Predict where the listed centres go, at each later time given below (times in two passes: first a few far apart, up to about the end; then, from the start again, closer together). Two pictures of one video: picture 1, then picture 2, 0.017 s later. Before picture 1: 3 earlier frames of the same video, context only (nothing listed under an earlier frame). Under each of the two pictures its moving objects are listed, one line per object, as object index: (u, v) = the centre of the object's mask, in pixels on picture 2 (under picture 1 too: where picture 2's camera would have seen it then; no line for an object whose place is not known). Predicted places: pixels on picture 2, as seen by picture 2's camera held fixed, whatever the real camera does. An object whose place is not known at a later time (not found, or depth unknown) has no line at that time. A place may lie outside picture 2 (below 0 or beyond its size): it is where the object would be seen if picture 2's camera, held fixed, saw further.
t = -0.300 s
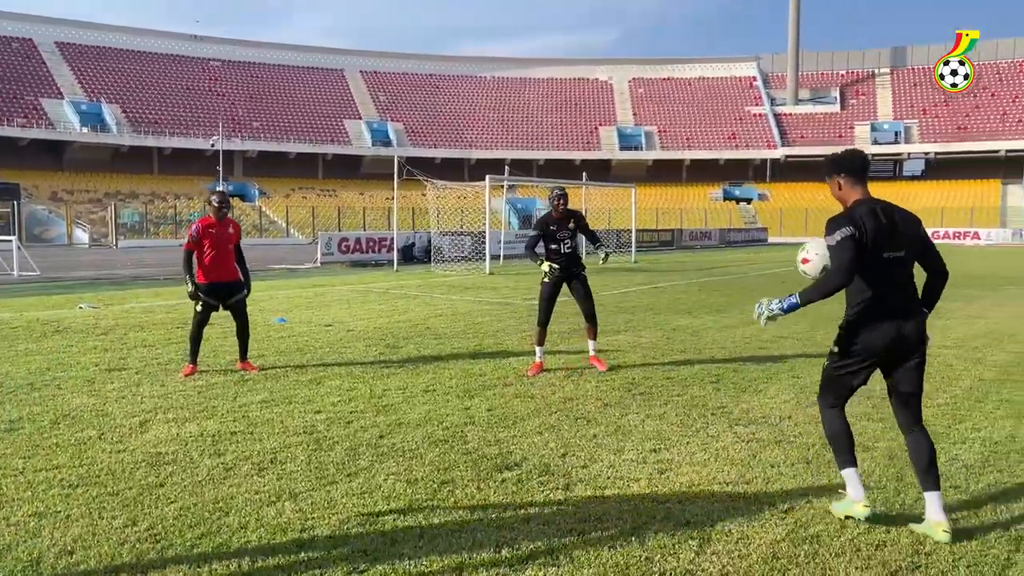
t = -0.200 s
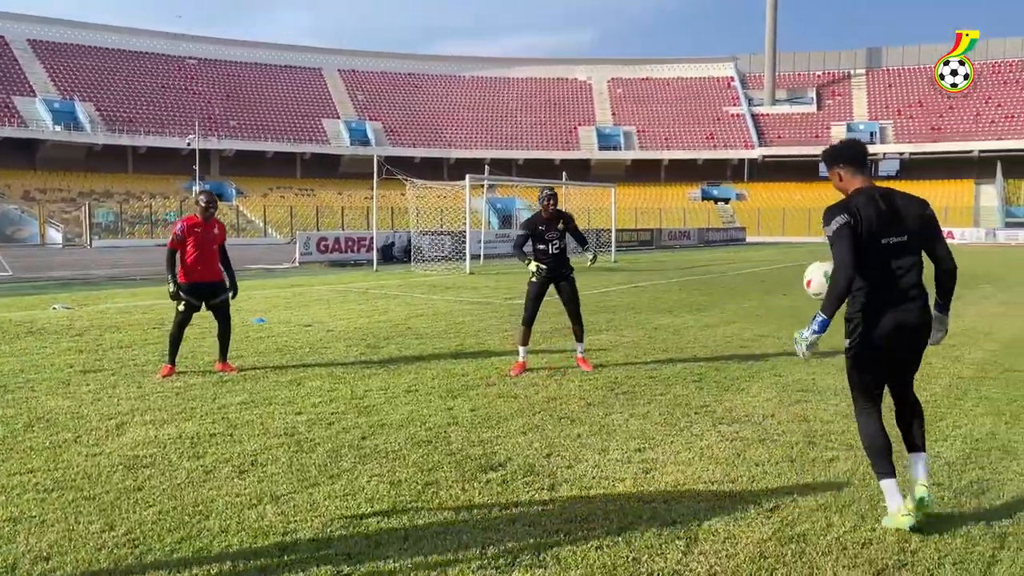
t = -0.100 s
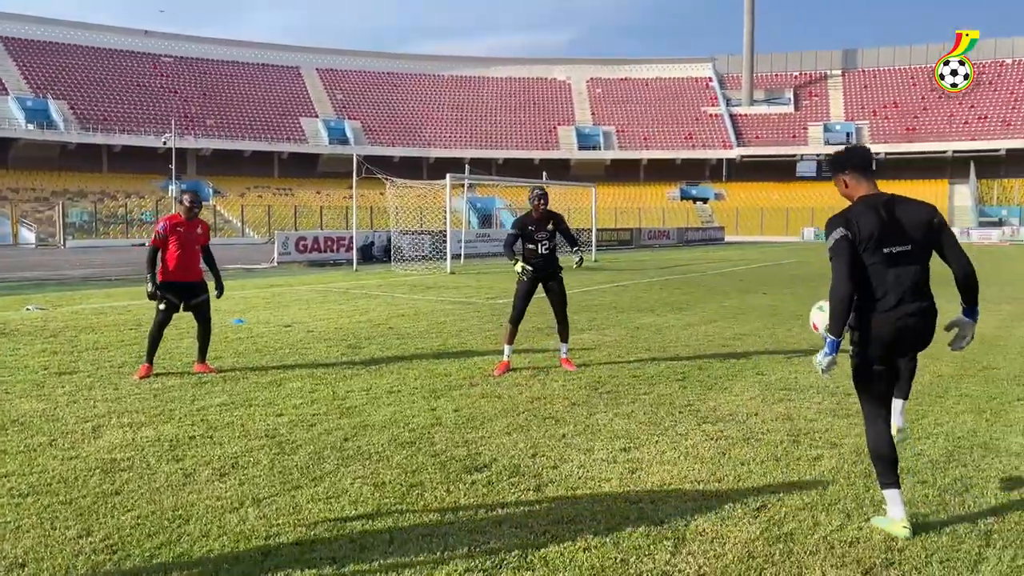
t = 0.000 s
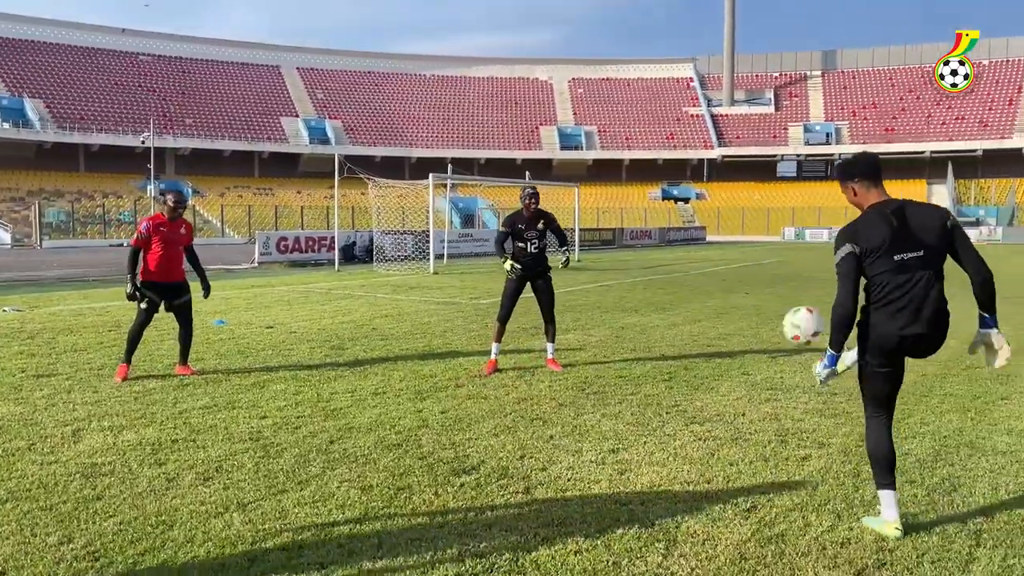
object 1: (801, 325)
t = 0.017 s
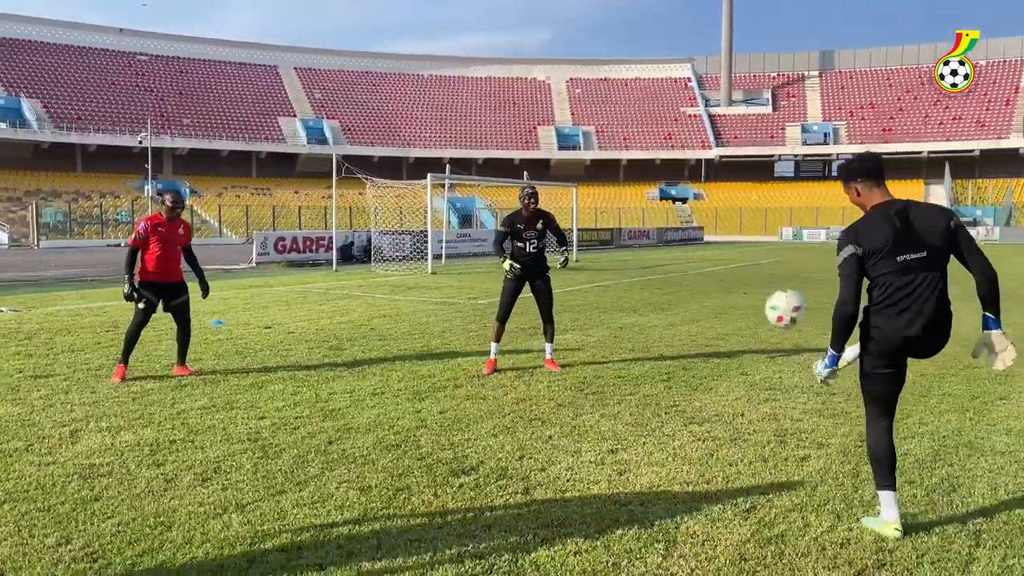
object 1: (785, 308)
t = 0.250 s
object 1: (591, 151)
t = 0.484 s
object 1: (440, 106)
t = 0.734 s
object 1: (310, 141)
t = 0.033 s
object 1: (769, 292)
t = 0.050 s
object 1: (753, 277)
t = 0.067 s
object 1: (738, 263)
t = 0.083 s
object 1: (723, 249)
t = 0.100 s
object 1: (709, 237)
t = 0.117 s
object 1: (695, 224)
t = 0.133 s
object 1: (683, 214)
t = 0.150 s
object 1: (668, 203)
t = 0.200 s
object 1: (628, 174)
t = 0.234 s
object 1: (604, 158)
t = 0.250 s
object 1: (591, 151)
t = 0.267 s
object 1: (580, 144)
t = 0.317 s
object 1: (543, 128)
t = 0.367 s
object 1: (511, 117)
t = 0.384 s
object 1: (500, 114)
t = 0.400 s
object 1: (490, 111)
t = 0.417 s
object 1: (480, 109)
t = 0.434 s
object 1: (468, 108)
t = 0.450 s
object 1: (460, 107)
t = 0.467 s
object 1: (450, 106)
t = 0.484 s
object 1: (440, 106)
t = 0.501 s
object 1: (430, 105)
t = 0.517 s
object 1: (420, 106)
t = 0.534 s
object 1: (410, 107)
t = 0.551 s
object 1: (401, 108)
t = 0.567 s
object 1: (392, 109)
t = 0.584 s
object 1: (384, 111)
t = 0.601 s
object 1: (375, 113)
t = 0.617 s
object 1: (366, 116)
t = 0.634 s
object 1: (358, 119)
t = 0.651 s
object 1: (350, 122)
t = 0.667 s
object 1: (342, 125)
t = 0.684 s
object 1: (333, 130)
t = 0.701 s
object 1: (326, 133)
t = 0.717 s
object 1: (317, 137)
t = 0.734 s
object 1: (310, 141)
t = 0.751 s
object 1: (302, 147)
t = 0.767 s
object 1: (295, 152)
